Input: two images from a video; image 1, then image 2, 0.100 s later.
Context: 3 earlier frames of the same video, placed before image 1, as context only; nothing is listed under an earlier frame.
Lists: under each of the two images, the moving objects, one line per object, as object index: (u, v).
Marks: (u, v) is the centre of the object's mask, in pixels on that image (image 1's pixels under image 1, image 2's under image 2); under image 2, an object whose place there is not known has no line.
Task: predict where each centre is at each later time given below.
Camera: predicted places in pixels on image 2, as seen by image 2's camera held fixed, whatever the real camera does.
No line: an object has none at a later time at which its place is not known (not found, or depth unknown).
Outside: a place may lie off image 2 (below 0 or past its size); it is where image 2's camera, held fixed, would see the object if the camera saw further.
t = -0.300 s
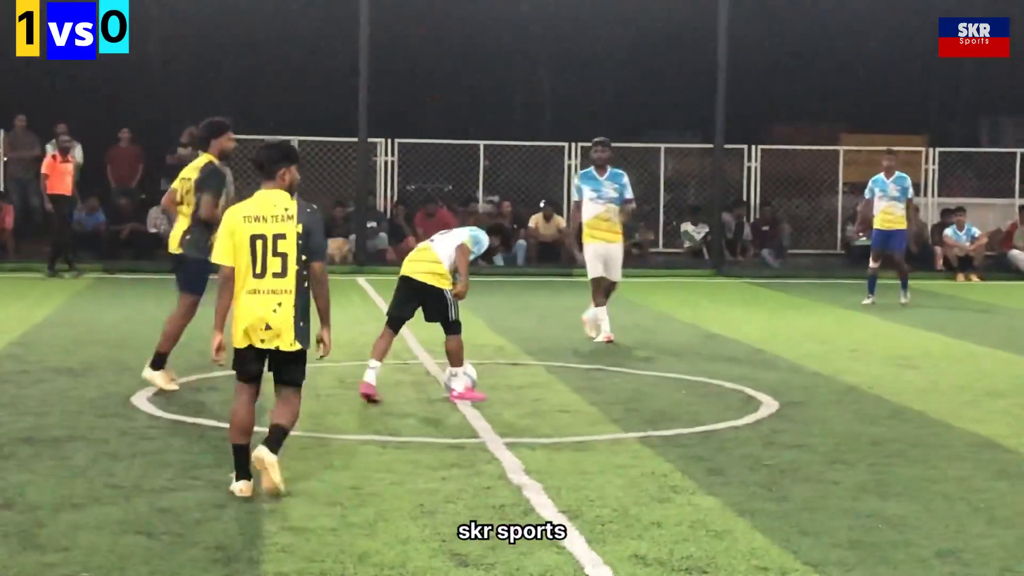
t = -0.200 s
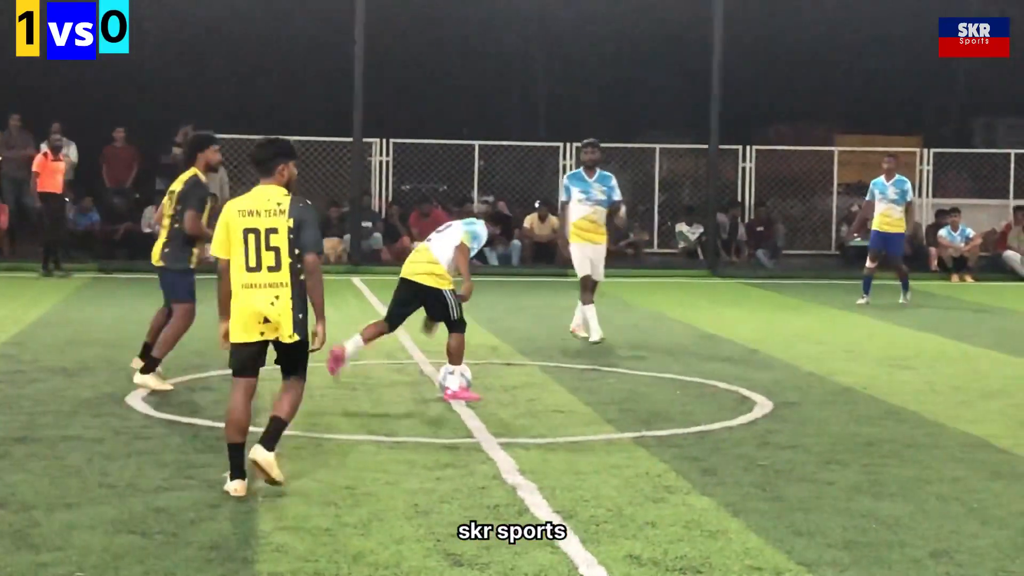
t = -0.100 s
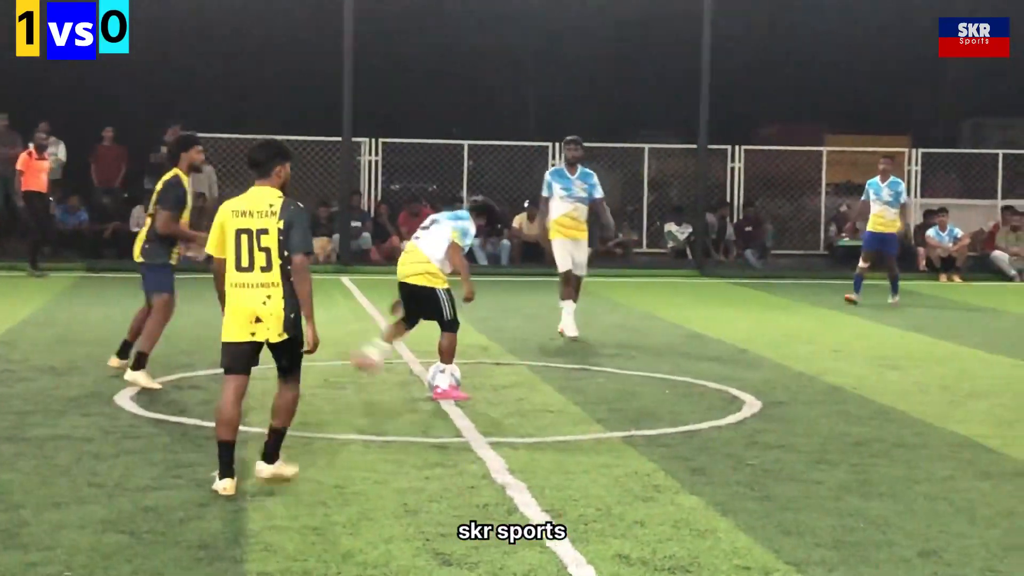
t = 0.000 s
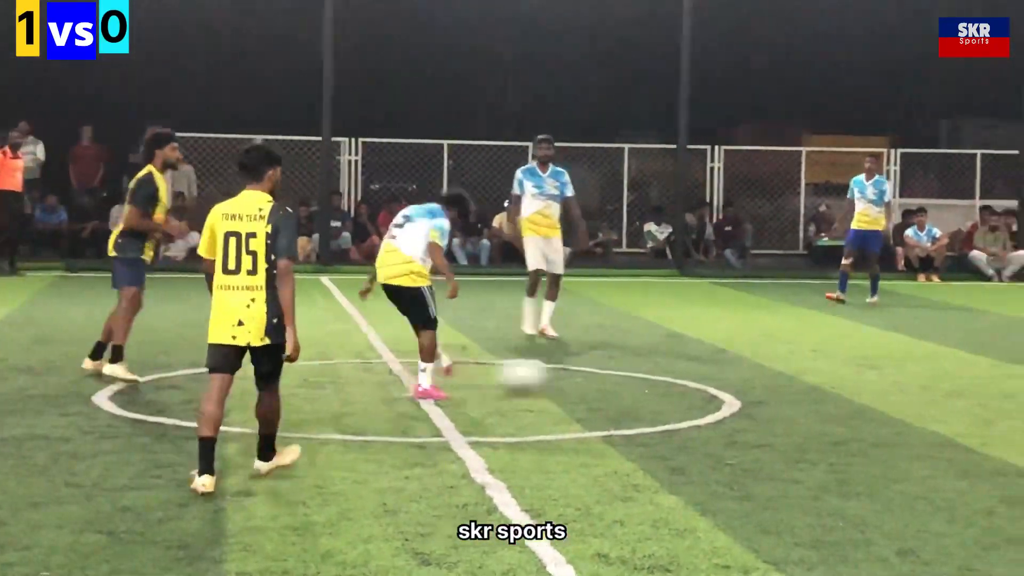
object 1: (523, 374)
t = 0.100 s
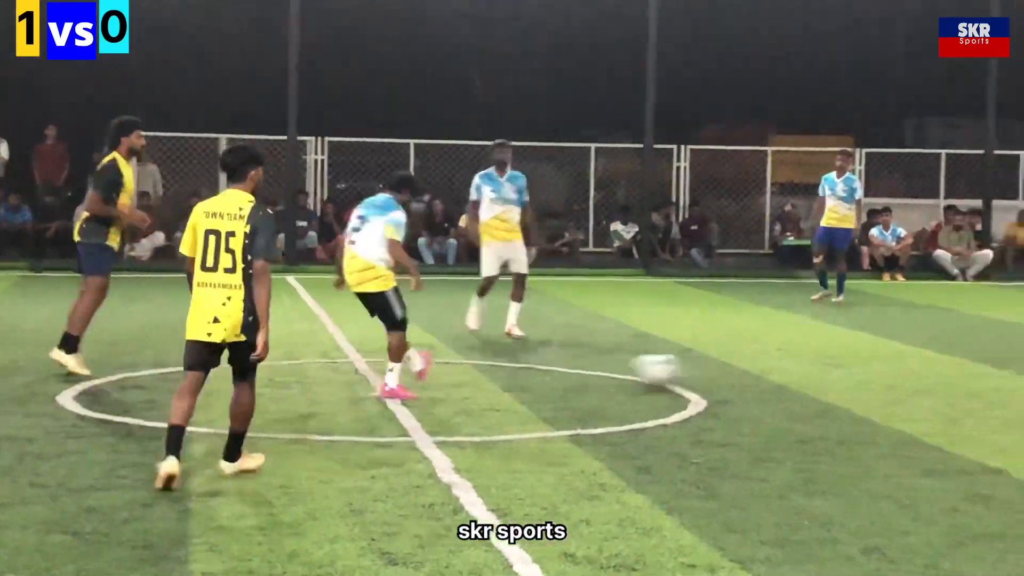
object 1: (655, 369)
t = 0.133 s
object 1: (708, 369)
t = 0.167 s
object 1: (757, 370)
